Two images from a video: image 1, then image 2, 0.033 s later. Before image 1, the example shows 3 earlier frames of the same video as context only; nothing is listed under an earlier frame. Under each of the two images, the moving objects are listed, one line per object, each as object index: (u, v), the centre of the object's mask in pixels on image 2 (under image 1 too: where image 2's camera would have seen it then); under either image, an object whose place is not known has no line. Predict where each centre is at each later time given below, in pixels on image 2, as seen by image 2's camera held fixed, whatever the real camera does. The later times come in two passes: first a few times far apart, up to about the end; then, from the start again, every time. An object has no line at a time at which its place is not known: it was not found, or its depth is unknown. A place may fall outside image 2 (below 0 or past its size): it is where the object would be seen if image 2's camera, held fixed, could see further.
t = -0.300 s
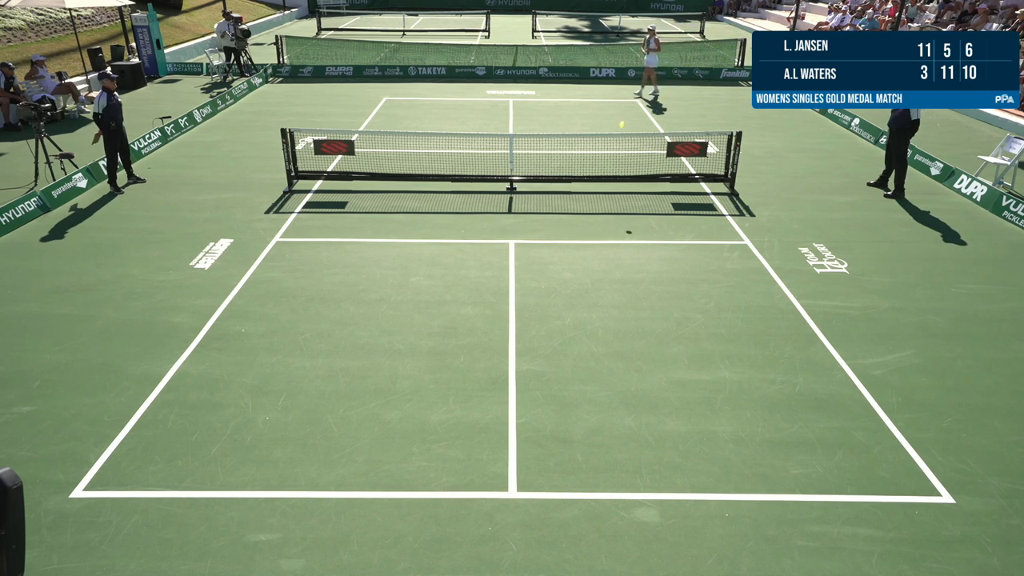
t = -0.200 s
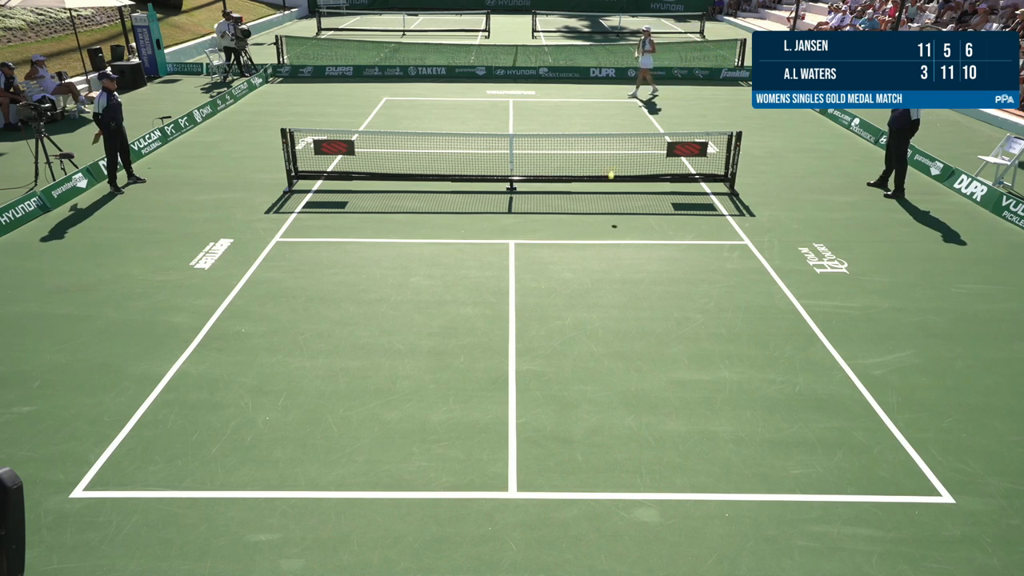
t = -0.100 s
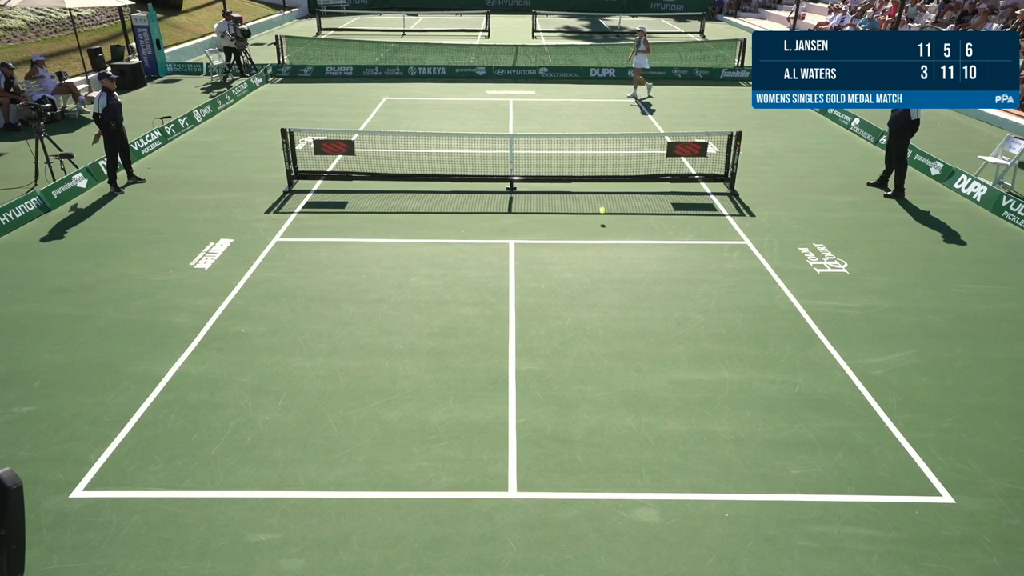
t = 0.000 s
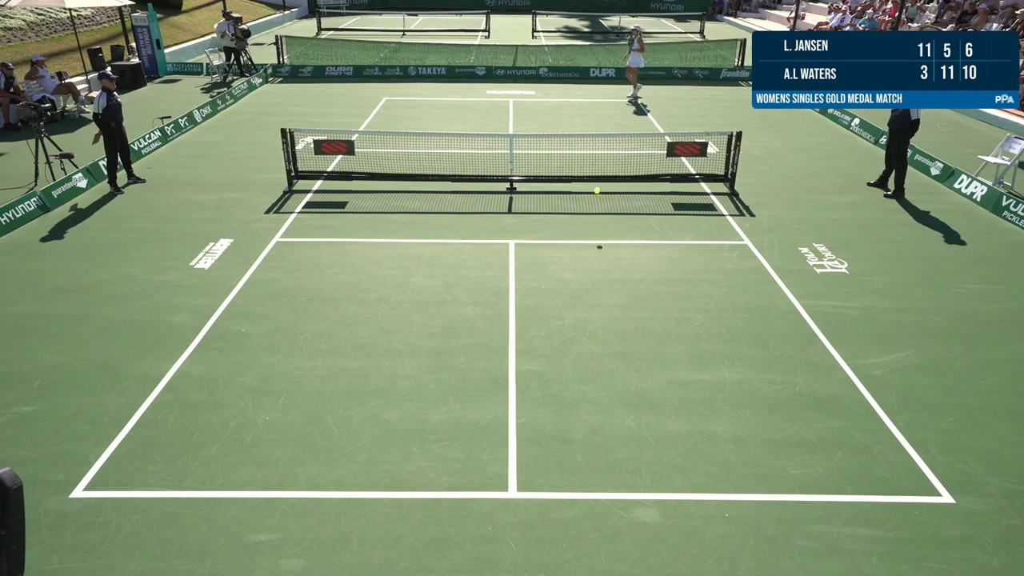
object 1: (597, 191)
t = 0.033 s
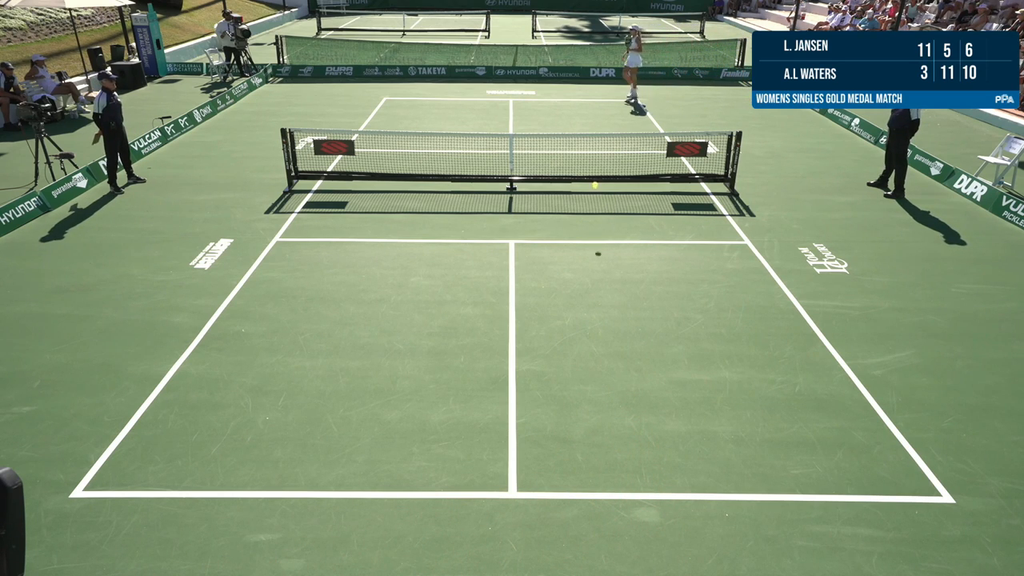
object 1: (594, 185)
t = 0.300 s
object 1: (576, 172)
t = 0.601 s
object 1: (548, 229)
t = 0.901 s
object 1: (518, 271)
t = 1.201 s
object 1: (486, 299)
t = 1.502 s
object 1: (448, 354)
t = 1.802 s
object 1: (402, 414)
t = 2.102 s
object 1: (346, 466)
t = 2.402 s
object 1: (280, 542)
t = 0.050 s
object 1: (594, 182)
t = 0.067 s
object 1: (593, 180)
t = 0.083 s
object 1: (591, 178)
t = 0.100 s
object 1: (590, 177)
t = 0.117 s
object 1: (589, 175)
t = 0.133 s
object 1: (588, 174)
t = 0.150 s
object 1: (587, 173)
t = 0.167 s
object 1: (586, 172)
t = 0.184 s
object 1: (585, 172)
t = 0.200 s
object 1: (583, 171)
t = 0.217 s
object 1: (582, 170)
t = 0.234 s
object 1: (581, 170)
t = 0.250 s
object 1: (579, 171)
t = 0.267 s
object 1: (579, 171)
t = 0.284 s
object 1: (577, 172)
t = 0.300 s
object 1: (576, 172)
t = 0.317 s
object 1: (575, 174)
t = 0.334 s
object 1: (573, 175)
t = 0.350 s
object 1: (572, 177)
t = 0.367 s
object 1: (570, 178)
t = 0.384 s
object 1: (568, 180)
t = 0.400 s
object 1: (567, 182)
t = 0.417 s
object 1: (566, 185)
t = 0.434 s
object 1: (564, 188)
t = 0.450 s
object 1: (562, 191)
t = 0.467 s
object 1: (561, 194)
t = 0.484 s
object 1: (559, 198)
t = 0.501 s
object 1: (557, 201)
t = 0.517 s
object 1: (556, 206)
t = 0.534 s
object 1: (554, 210)
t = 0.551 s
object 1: (553, 214)
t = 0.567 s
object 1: (551, 219)
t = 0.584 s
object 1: (549, 224)
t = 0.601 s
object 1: (548, 229)
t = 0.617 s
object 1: (546, 235)
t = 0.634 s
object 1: (544, 240)
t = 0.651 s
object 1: (543, 247)
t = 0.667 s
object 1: (541, 253)
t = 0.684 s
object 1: (540, 259)
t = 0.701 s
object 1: (538, 266)
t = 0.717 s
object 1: (536, 272)
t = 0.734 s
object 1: (534, 280)
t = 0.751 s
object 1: (533, 287)
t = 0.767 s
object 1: (531, 284)
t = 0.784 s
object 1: (530, 281)
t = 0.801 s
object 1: (528, 279)
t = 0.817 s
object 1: (527, 277)
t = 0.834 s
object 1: (525, 276)
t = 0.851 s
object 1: (524, 274)
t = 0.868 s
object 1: (522, 273)
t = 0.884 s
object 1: (520, 271)
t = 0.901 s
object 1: (518, 271)
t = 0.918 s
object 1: (517, 270)
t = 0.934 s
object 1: (515, 270)
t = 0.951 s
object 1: (514, 270)
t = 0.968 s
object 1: (512, 270)
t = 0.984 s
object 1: (511, 271)
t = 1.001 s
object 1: (508, 271)
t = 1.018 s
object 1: (507, 272)
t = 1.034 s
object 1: (505, 273)
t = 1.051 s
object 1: (503, 274)
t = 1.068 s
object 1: (501, 275)
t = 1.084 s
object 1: (500, 277)
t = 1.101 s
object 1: (498, 280)
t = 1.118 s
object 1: (496, 282)
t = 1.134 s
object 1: (494, 285)
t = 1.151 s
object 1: (492, 288)
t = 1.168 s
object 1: (490, 291)
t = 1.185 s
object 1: (488, 295)
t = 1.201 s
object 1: (486, 299)
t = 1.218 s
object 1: (484, 303)
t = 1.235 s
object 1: (482, 308)
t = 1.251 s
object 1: (480, 312)
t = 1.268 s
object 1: (478, 317)
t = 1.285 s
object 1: (476, 322)
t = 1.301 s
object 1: (474, 328)
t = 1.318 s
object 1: (472, 334)
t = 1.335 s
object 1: (470, 340)
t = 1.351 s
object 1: (468, 346)
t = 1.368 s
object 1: (466, 353)
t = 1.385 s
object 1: (464, 355)
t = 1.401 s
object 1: (462, 355)
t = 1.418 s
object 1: (459, 354)
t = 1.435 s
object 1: (457, 353)
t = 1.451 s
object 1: (455, 353)
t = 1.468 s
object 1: (453, 353)
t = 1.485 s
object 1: (450, 353)
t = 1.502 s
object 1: (448, 354)
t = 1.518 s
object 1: (445, 355)
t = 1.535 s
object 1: (443, 356)
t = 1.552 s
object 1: (440, 357)
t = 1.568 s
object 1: (438, 359)
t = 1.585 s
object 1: (435, 360)
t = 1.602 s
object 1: (433, 363)
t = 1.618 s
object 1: (430, 366)
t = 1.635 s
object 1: (427, 368)
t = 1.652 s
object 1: (425, 372)
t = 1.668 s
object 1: (423, 375)
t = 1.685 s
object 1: (420, 378)
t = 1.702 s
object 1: (417, 383)
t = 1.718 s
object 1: (415, 387)
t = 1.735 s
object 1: (412, 392)
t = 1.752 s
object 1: (410, 397)
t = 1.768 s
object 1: (407, 402)
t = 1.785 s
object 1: (404, 408)
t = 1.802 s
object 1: (402, 414)
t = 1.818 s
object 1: (400, 421)
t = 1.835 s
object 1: (397, 423)
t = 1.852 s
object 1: (393, 423)
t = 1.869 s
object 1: (390, 423)
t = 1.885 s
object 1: (387, 424)
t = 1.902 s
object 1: (384, 426)
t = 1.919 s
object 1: (381, 427)
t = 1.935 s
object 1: (377, 429)
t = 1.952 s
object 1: (375, 431)
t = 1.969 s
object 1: (371, 434)
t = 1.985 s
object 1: (368, 437)
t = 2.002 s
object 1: (365, 440)
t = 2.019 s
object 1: (362, 443)
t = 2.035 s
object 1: (359, 447)
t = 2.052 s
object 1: (355, 452)
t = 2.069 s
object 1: (352, 456)
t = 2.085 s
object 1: (349, 461)
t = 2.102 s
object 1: (346, 466)
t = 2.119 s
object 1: (343, 472)
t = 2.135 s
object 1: (339, 478)
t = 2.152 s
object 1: (336, 483)
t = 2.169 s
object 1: (332, 485)
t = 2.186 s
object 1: (329, 487)
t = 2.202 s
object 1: (326, 489)
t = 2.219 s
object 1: (322, 493)
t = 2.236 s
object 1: (318, 496)
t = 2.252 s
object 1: (314, 501)
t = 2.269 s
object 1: (311, 504)
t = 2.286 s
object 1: (307, 509)
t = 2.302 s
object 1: (303, 514)
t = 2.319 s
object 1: (300, 519)
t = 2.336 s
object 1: (297, 524)
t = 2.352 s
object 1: (293, 530)
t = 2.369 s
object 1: (288, 535)
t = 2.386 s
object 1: (284, 538)
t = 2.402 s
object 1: (280, 542)
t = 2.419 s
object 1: (276, 547)
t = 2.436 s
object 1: (271, 551)
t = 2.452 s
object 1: (267, 556)
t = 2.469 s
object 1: (263, 562)
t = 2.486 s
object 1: (258, 566)
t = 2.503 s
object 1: (254, 570)
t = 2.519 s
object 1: (250, 572)
